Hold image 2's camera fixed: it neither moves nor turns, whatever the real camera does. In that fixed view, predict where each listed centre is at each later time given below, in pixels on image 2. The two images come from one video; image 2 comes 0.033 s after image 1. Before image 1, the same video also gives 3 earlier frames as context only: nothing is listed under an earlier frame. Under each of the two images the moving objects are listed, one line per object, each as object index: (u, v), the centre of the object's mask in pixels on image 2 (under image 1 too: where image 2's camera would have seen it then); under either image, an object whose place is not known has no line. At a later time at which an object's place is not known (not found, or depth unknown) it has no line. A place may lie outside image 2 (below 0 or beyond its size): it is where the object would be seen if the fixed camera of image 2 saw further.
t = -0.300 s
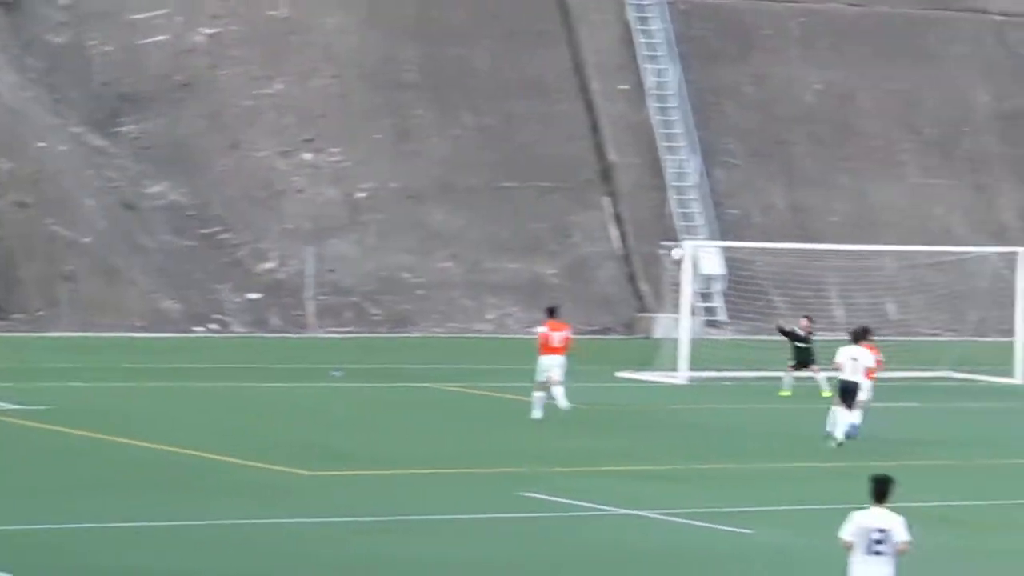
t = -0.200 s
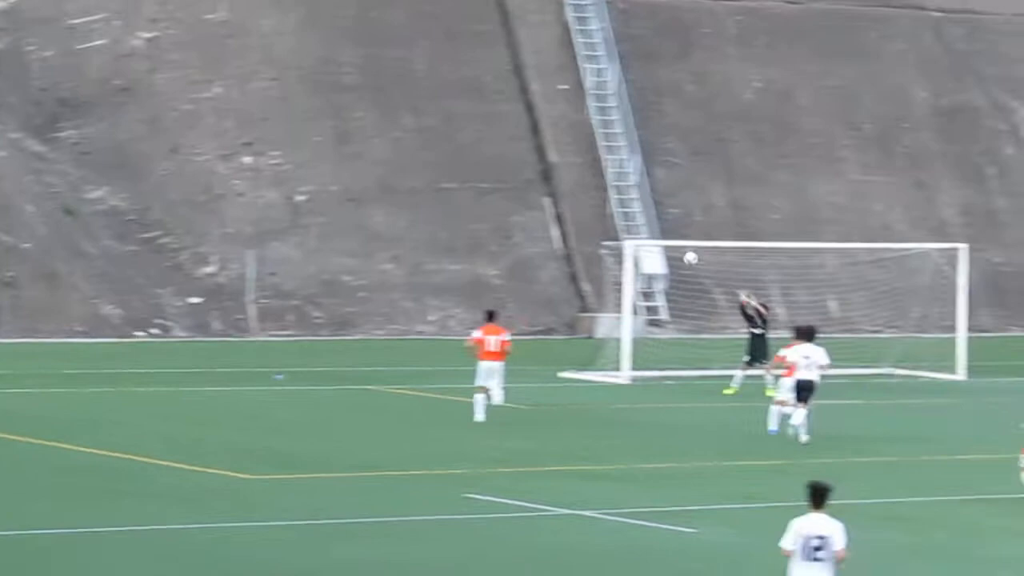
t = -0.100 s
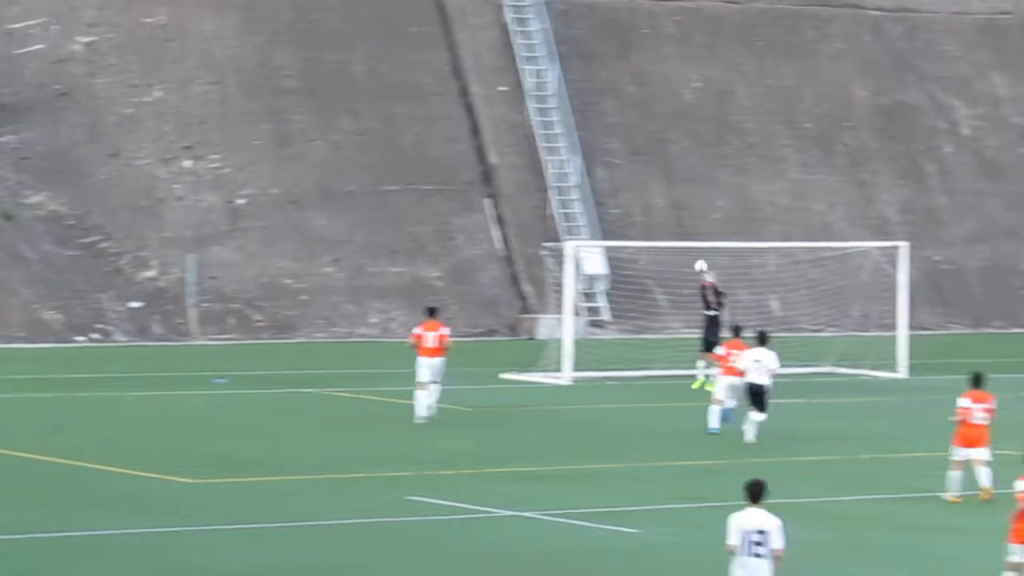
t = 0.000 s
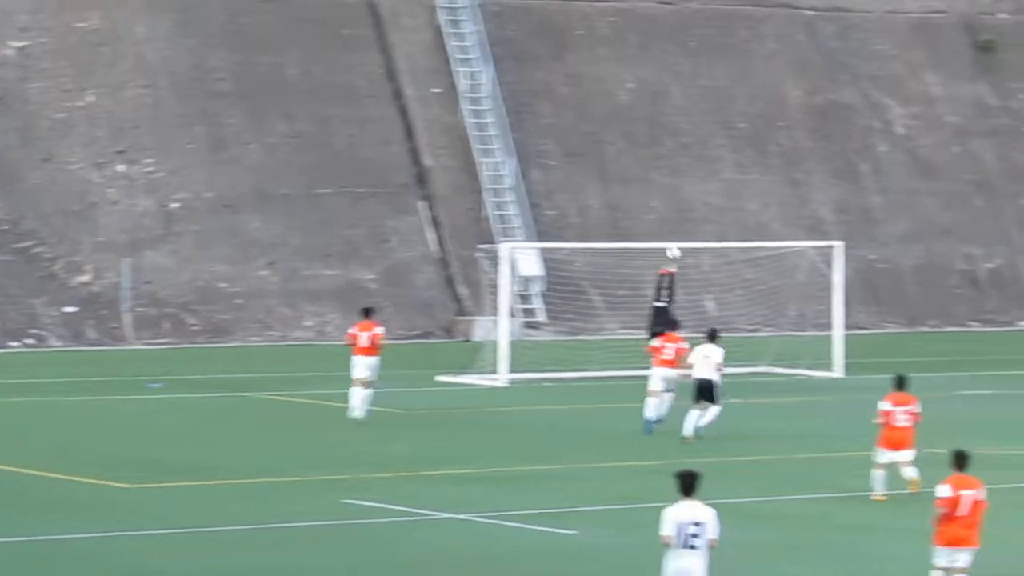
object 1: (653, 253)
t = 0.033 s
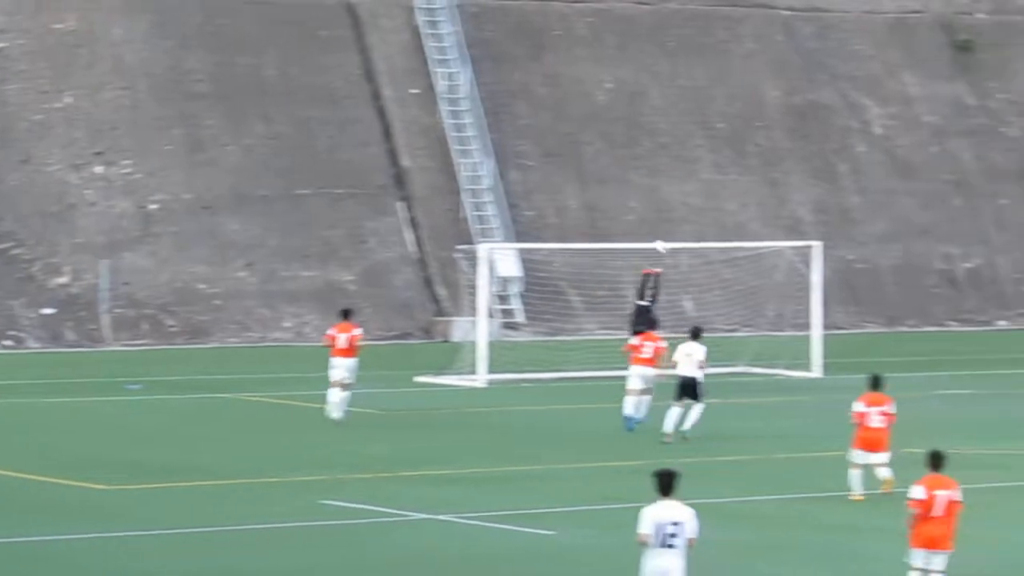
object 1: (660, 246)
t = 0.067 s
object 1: (668, 241)
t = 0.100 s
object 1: (676, 236)
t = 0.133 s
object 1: (683, 231)
